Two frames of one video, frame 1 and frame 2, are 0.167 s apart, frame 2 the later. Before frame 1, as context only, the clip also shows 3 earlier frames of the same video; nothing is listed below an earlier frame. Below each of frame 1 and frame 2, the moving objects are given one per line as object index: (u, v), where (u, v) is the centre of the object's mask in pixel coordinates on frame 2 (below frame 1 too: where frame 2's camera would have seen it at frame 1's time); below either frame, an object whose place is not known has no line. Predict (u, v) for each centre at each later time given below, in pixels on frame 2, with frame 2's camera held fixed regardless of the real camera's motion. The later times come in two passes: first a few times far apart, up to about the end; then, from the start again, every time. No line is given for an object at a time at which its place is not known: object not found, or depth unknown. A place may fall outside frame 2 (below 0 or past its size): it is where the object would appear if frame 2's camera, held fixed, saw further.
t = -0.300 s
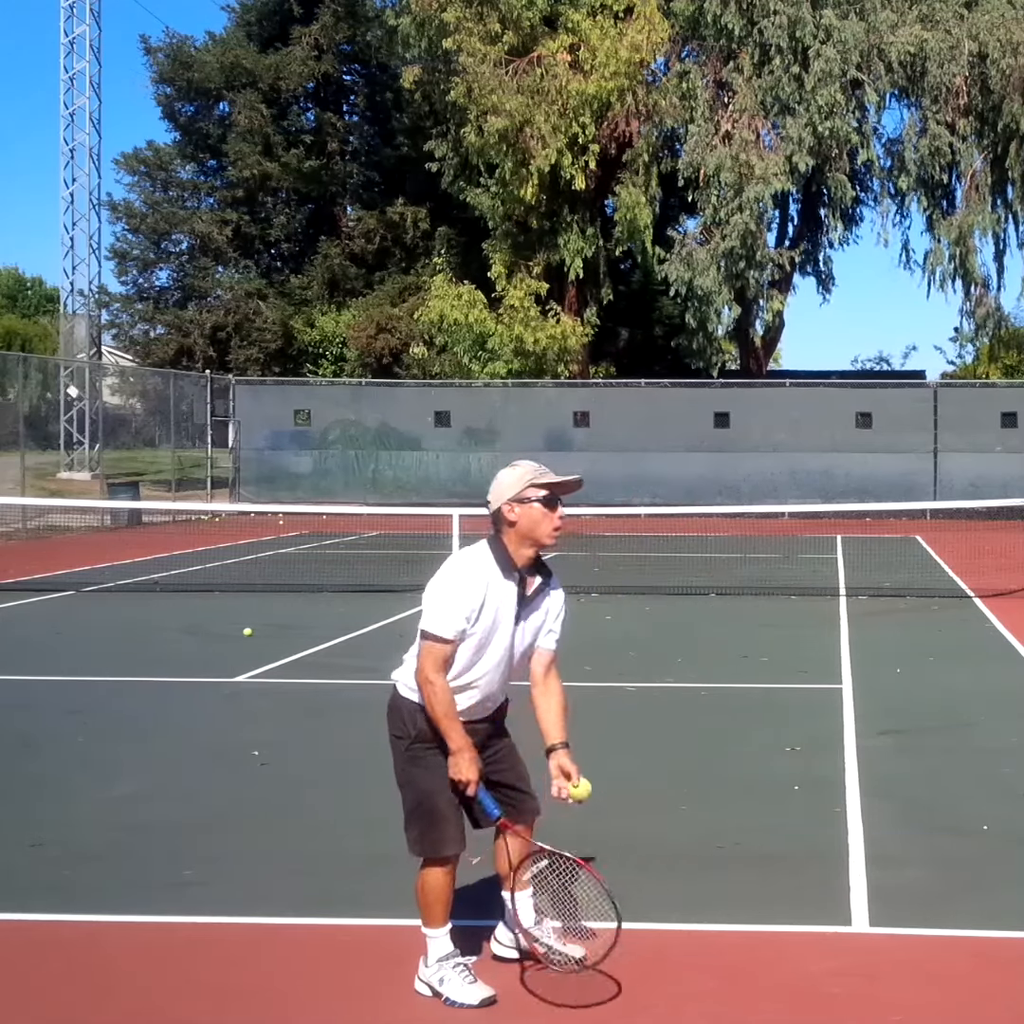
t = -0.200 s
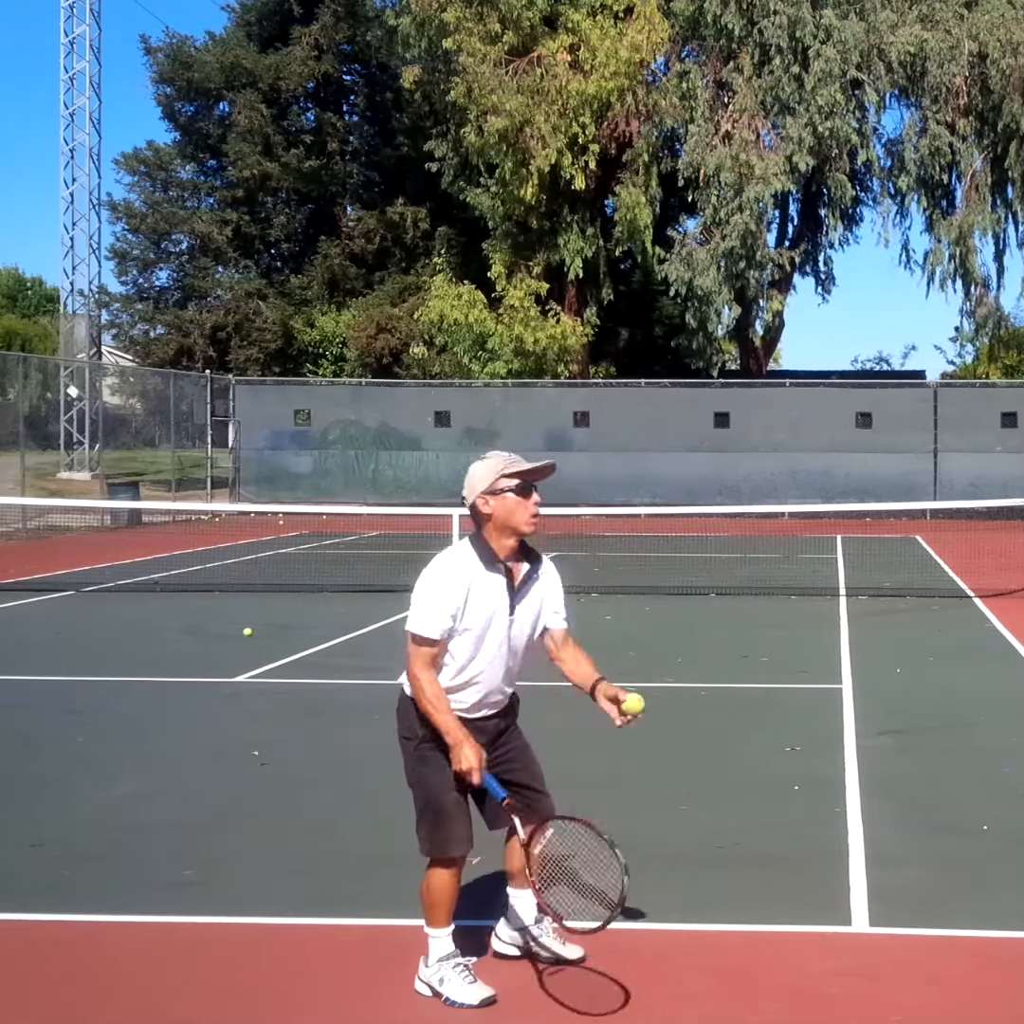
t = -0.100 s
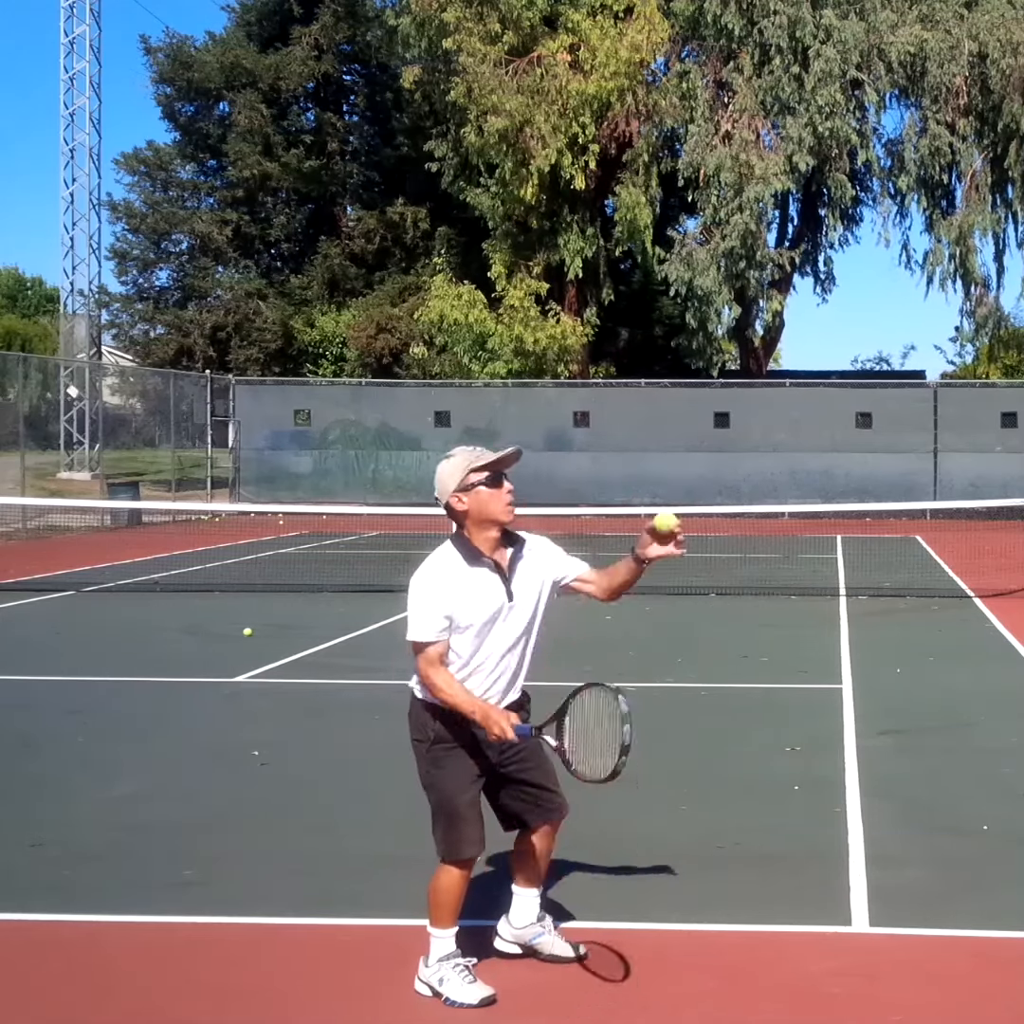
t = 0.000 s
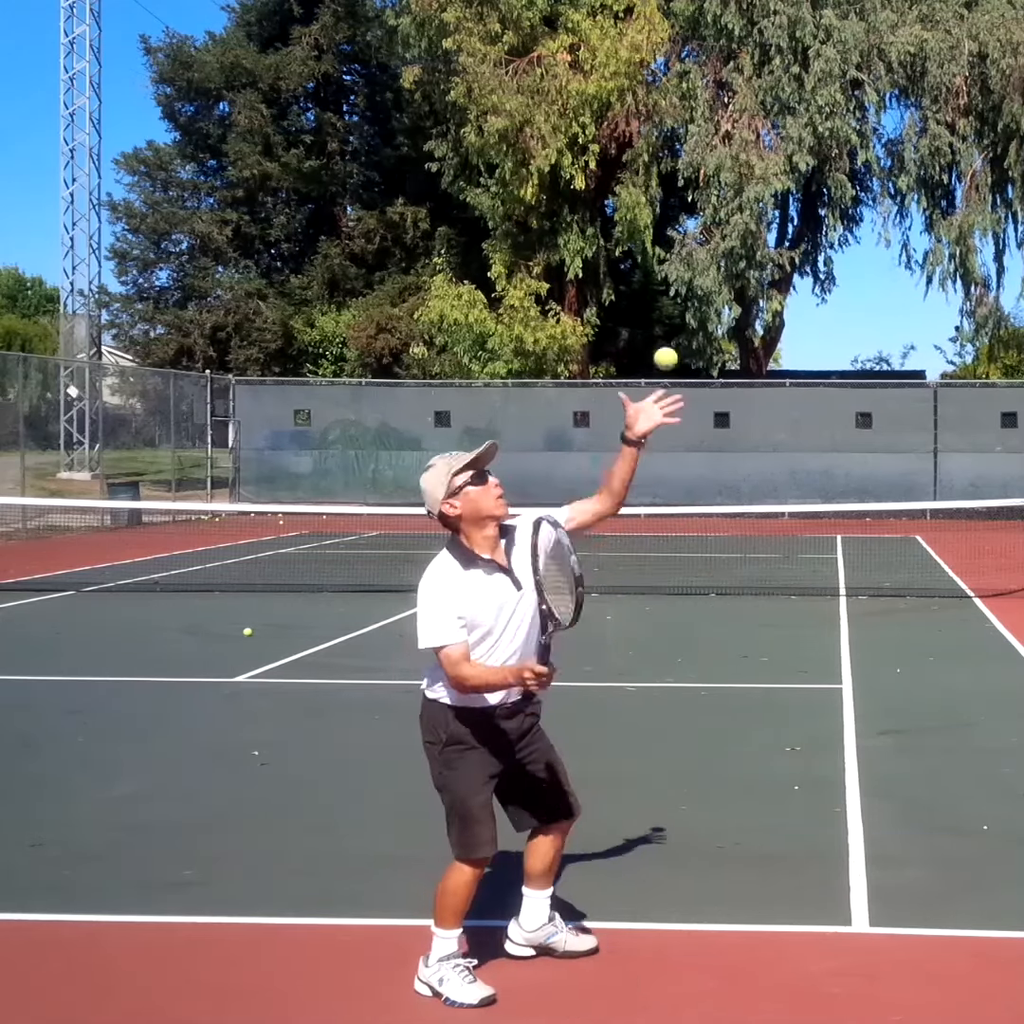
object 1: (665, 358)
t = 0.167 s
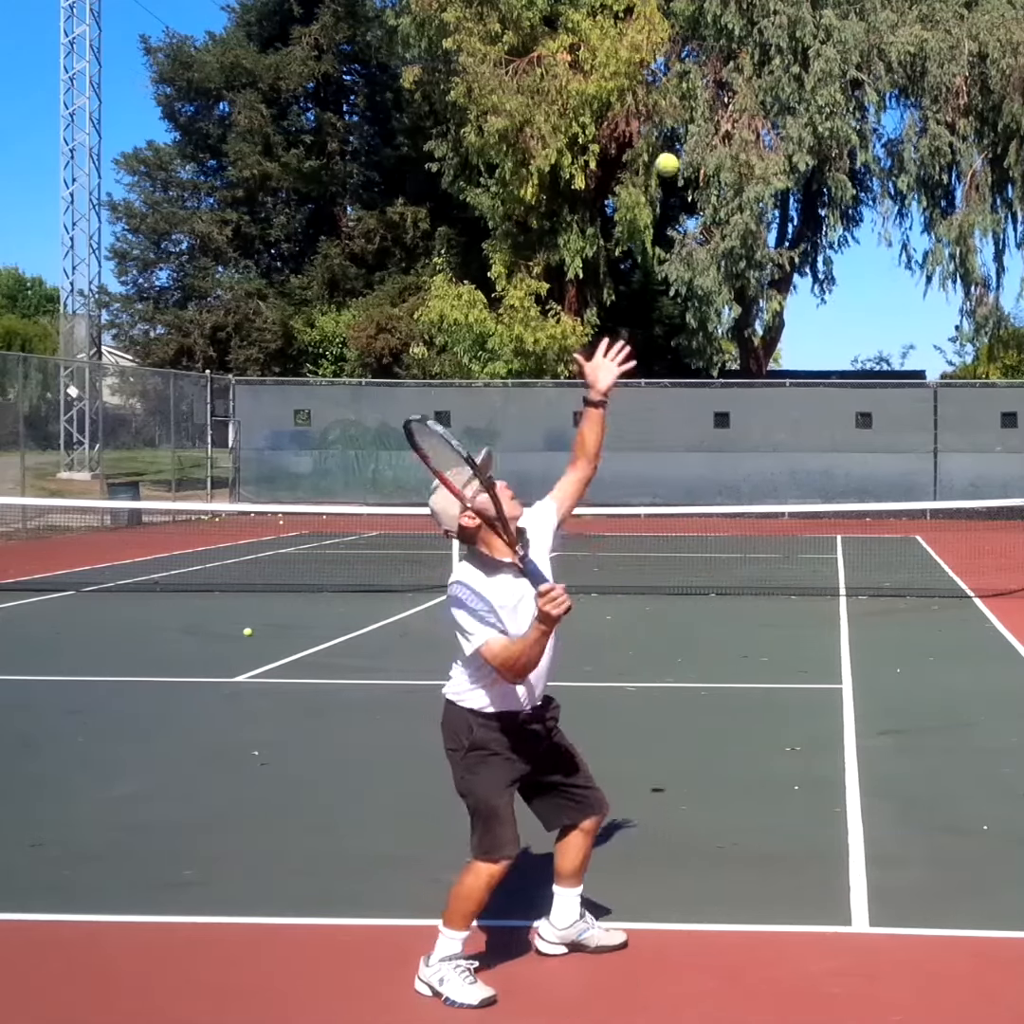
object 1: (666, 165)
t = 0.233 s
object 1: (667, 113)
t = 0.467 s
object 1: (669, 54)
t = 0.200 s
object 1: (667, 137)
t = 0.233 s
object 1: (667, 113)
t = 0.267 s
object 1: (667, 92)
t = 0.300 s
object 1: (668, 77)
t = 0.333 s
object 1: (668, 65)
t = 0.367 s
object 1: (668, 57)
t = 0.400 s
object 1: (669, 53)
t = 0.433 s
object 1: (669, 52)
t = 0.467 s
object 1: (669, 54)
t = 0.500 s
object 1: (670, 59)
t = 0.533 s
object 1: (670, 68)
